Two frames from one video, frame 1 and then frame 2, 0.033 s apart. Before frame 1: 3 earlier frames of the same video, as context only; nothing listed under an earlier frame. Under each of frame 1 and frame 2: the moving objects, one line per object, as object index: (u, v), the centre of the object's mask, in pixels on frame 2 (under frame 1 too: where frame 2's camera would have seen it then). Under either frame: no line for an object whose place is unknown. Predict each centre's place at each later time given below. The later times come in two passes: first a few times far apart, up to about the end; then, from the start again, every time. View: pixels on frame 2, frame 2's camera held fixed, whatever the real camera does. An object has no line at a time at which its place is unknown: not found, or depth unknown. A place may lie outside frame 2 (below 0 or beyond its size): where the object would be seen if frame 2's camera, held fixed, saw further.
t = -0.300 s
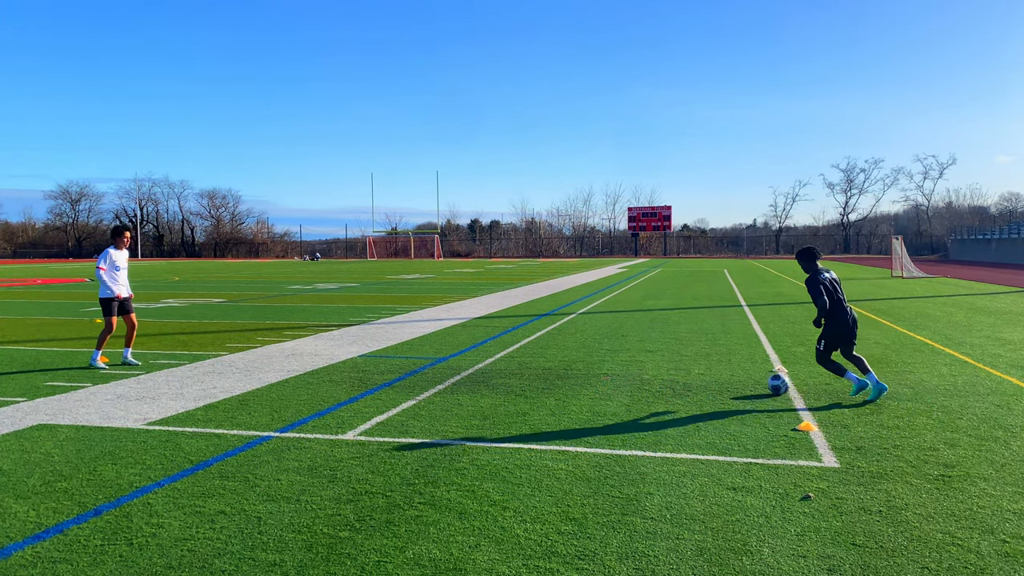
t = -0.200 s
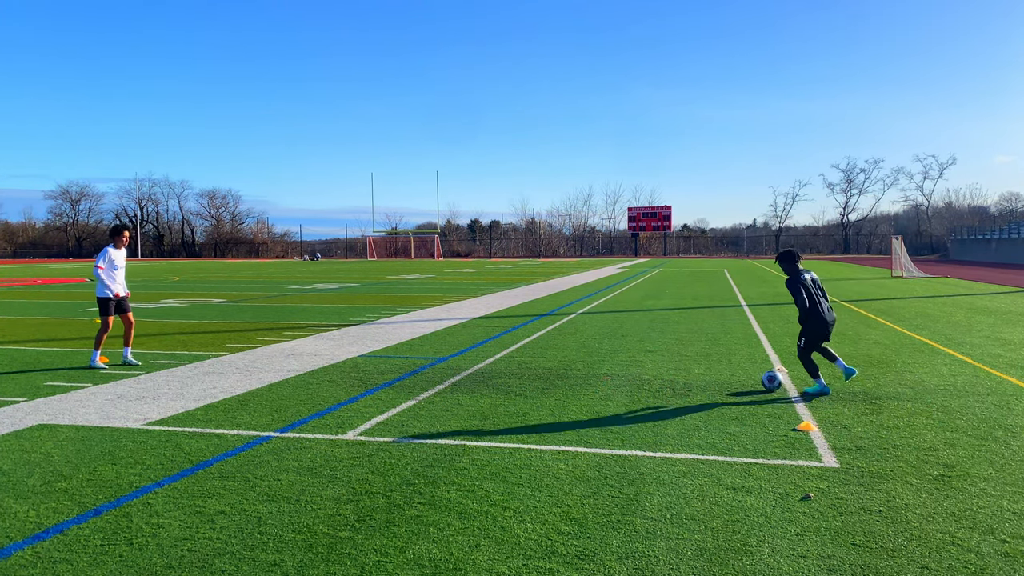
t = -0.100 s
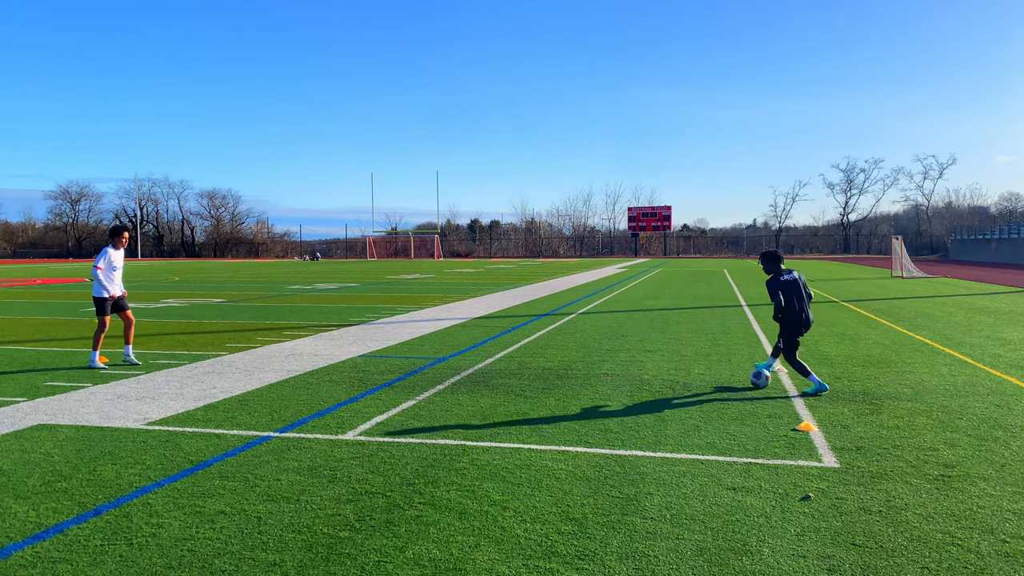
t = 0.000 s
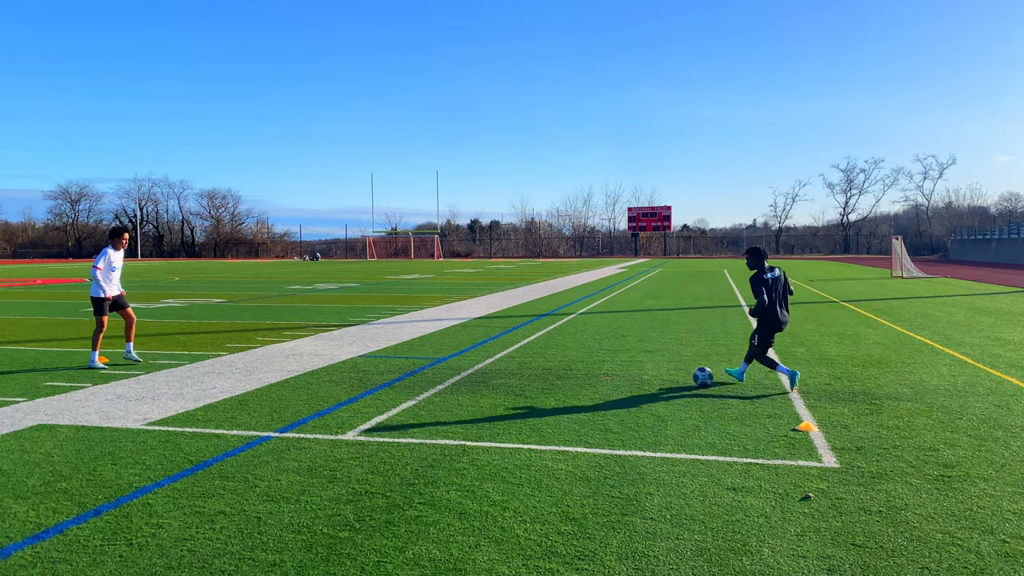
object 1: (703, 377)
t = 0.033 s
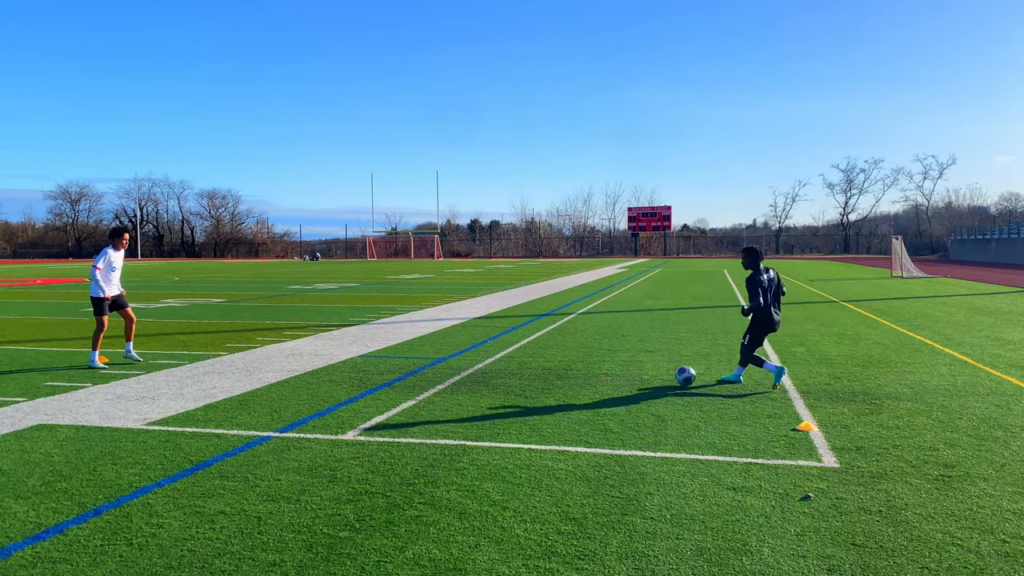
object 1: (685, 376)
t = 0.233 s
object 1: (591, 374)
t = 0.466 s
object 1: (495, 373)
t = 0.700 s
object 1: (403, 371)
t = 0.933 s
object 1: (316, 369)
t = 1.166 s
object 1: (233, 368)
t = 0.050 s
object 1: (677, 376)
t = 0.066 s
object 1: (668, 376)
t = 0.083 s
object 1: (659, 376)
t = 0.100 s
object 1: (652, 375)
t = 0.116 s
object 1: (643, 375)
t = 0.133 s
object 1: (636, 375)
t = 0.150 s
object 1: (628, 375)
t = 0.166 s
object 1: (620, 375)
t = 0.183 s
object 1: (613, 374)
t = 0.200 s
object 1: (605, 374)
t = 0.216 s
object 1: (598, 374)
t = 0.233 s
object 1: (591, 374)
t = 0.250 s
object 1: (584, 374)
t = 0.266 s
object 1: (577, 373)
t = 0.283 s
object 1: (570, 374)
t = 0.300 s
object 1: (563, 373)
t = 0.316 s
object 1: (556, 373)
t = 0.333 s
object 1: (549, 373)
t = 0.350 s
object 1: (542, 373)
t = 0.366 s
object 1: (535, 373)
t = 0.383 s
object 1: (528, 373)
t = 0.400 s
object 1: (522, 373)
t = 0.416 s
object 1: (515, 373)
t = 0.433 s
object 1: (508, 373)
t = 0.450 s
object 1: (501, 373)
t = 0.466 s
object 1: (495, 373)
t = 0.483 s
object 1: (488, 372)
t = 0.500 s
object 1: (482, 372)
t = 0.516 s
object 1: (475, 373)
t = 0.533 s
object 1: (468, 373)
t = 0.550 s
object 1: (462, 372)
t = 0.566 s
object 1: (455, 372)
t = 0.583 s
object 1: (449, 372)
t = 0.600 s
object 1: (442, 372)
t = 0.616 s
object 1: (436, 372)
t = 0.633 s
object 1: (429, 372)
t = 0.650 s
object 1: (423, 371)
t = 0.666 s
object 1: (416, 371)
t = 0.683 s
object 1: (410, 371)
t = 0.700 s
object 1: (403, 371)
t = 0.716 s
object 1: (397, 371)
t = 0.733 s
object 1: (390, 371)
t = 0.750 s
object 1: (385, 371)
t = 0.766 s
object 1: (378, 370)
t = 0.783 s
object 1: (372, 371)
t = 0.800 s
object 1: (366, 370)
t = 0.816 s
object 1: (359, 370)
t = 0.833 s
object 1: (353, 370)
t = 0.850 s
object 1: (347, 370)
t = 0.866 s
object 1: (341, 370)
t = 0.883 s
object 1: (335, 370)
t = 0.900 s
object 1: (329, 369)
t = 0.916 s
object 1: (322, 369)
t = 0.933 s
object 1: (316, 369)
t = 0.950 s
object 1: (310, 369)
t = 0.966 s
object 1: (304, 369)
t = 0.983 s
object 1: (298, 369)
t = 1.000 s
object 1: (292, 369)
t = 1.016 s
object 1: (286, 369)
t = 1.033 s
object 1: (280, 369)
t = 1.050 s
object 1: (274, 369)
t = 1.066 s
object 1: (268, 369)
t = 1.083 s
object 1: (263, 368)
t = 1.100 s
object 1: (257, 369)
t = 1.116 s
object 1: (251, 368)
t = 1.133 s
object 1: (245, 369)
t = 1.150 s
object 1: (239, 368)
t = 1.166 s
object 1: (233, 368)
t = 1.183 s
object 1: (228, 369)
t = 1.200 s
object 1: (222, 369)
